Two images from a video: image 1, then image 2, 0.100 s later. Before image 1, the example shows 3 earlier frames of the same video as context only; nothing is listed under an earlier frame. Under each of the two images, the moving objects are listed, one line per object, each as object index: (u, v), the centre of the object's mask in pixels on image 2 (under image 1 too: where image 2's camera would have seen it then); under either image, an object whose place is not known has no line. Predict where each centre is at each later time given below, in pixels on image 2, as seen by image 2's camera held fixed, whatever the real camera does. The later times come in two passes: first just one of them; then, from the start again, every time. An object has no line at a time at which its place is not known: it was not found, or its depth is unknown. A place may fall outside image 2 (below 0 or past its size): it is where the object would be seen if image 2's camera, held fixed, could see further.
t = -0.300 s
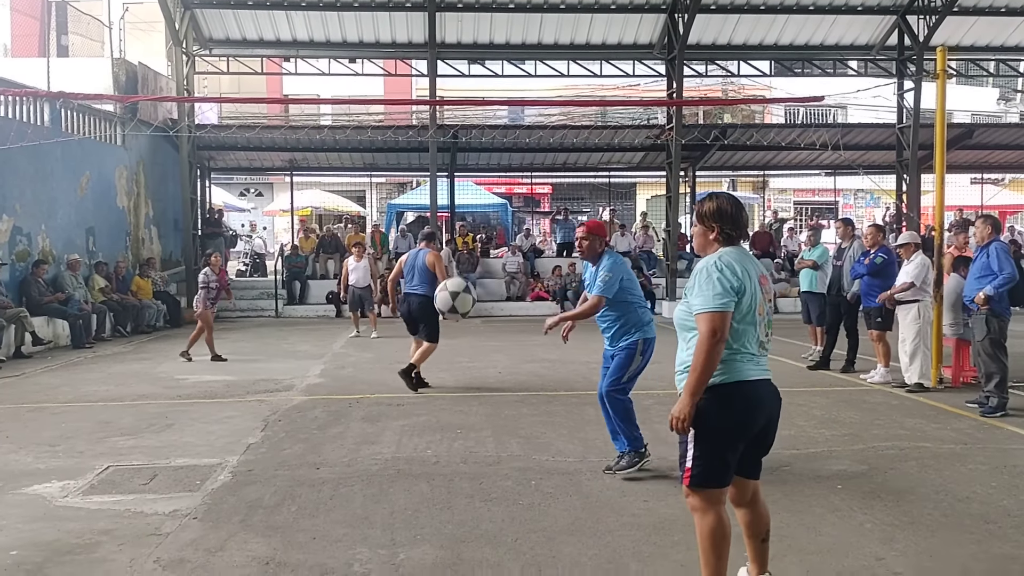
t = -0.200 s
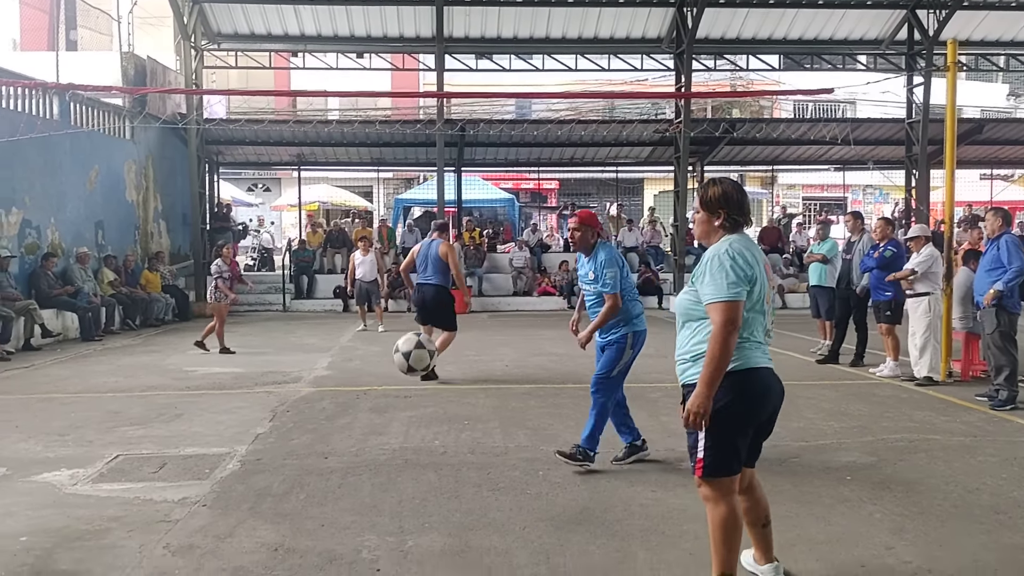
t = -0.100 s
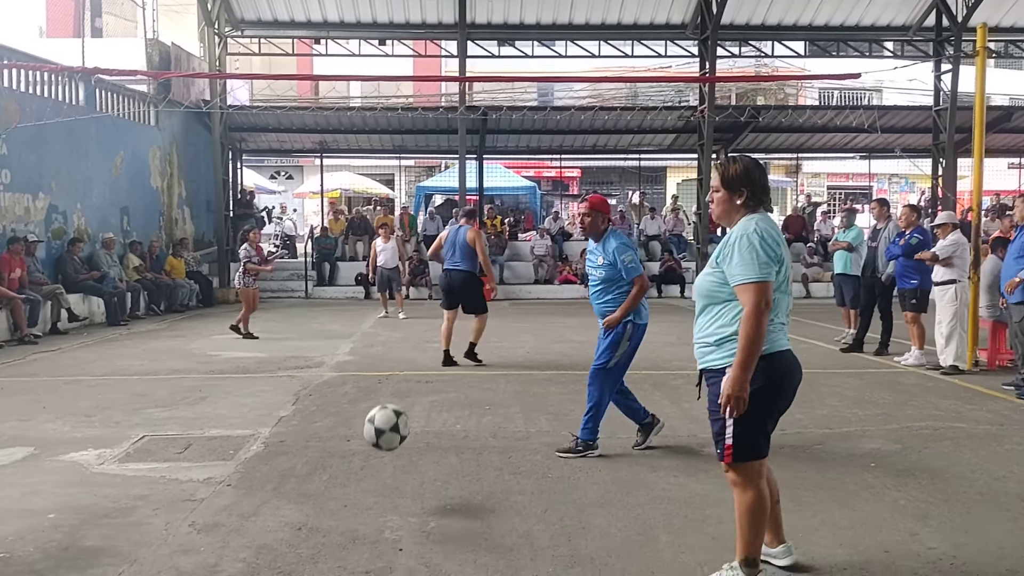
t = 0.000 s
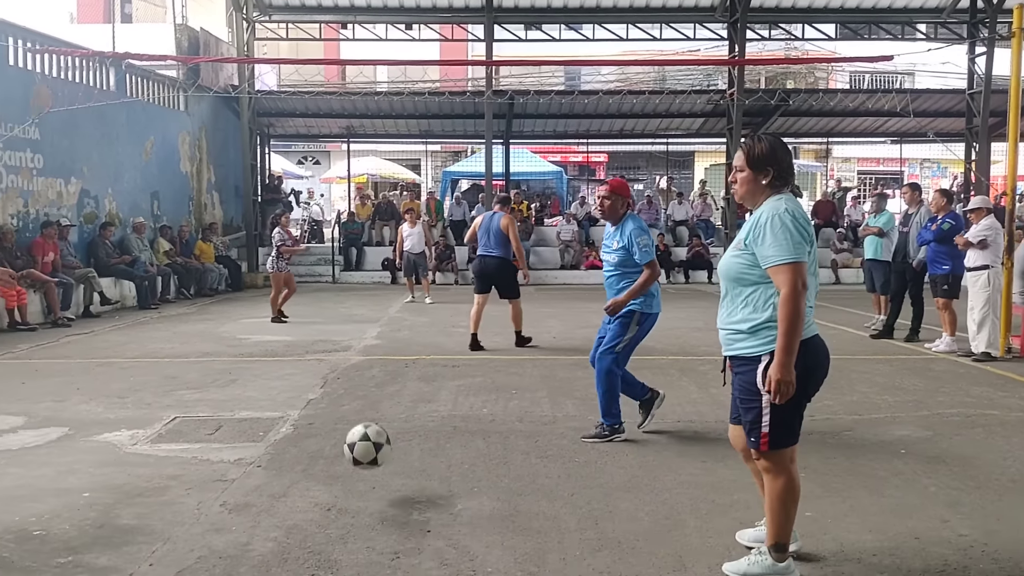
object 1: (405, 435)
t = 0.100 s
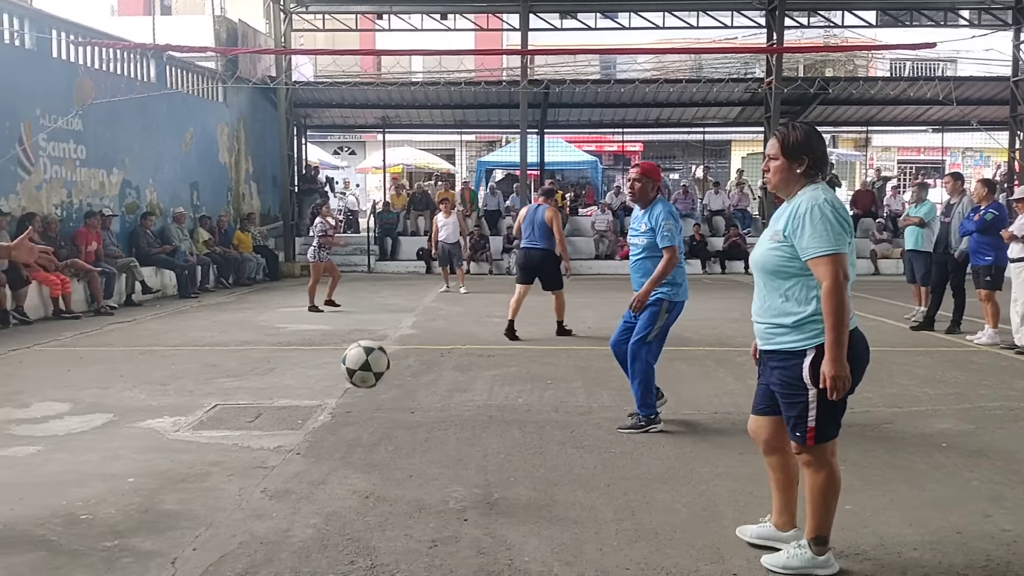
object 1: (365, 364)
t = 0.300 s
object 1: (284, 271)
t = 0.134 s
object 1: (352, 344)
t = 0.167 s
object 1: (339, 325)
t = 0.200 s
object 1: (326, 308)
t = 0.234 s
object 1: (312, 294)
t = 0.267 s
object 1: (298, 282)
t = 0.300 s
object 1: (284, 271)
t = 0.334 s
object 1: (269, 265)
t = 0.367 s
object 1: (255, 260)
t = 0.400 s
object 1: (240, 258)
